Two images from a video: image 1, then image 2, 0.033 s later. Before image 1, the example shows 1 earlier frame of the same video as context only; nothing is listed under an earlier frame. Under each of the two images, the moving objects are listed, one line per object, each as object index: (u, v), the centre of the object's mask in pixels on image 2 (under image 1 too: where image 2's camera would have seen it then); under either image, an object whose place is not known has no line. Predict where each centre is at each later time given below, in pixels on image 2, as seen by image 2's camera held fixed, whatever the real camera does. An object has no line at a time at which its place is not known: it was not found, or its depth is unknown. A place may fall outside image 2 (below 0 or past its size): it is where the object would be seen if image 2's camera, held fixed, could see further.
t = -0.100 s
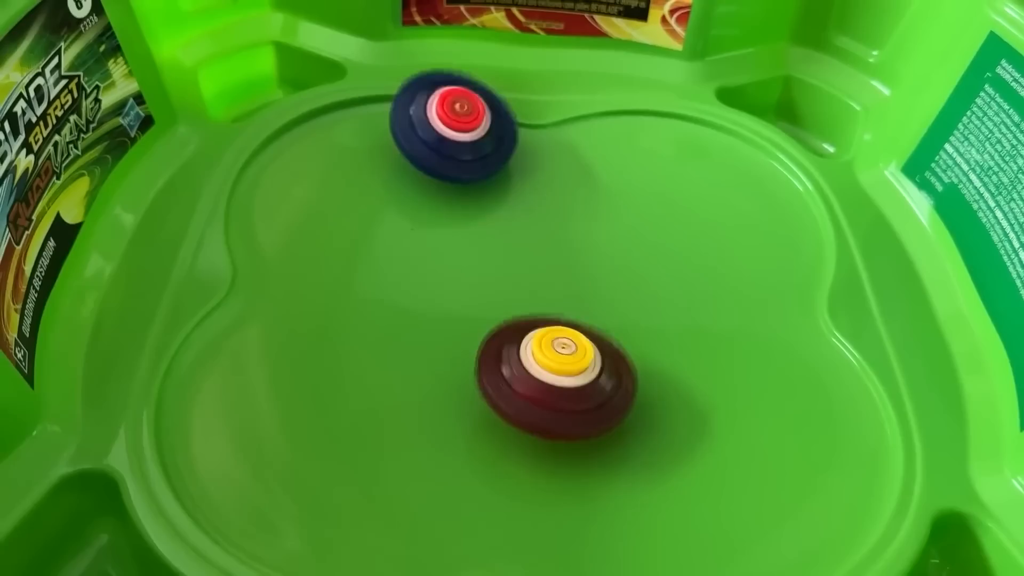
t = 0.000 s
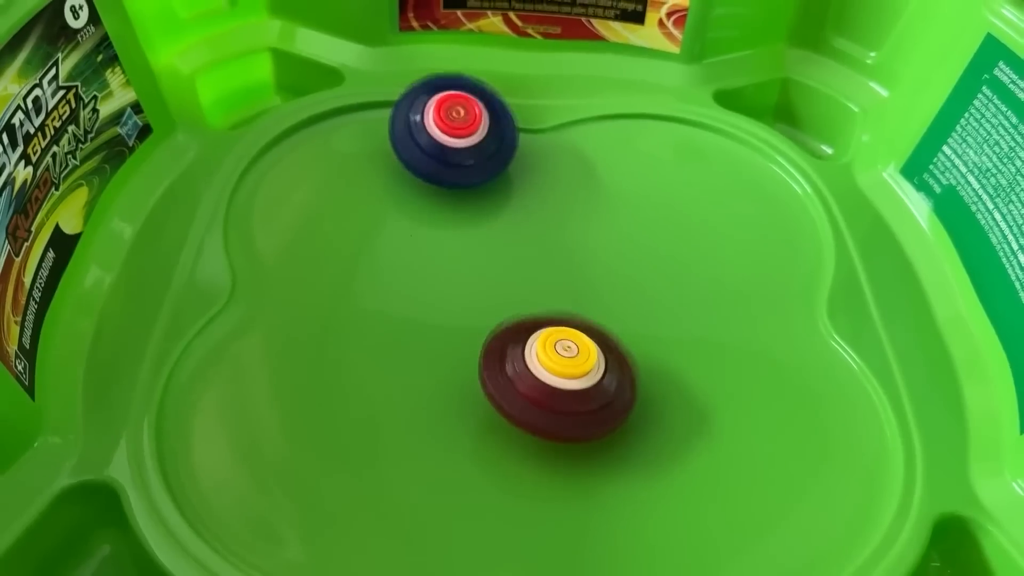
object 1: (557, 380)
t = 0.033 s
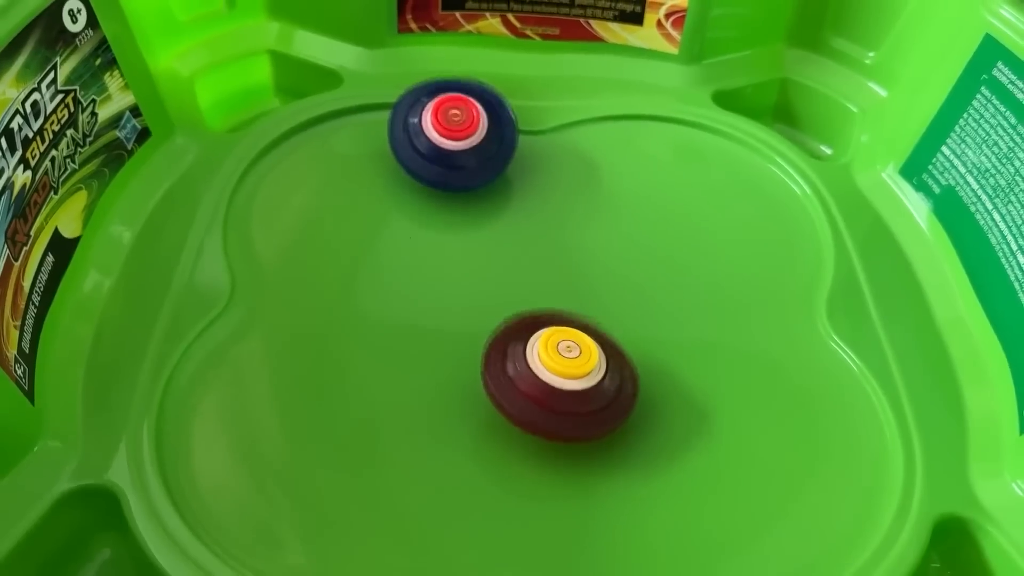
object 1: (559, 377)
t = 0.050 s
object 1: (558, 376)
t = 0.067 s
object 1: (560, 375)
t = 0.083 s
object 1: (560, 374)
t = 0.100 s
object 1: (561, 372)
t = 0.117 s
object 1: (562, 371)
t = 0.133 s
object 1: (563, 370)
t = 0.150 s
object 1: (564, 369)
